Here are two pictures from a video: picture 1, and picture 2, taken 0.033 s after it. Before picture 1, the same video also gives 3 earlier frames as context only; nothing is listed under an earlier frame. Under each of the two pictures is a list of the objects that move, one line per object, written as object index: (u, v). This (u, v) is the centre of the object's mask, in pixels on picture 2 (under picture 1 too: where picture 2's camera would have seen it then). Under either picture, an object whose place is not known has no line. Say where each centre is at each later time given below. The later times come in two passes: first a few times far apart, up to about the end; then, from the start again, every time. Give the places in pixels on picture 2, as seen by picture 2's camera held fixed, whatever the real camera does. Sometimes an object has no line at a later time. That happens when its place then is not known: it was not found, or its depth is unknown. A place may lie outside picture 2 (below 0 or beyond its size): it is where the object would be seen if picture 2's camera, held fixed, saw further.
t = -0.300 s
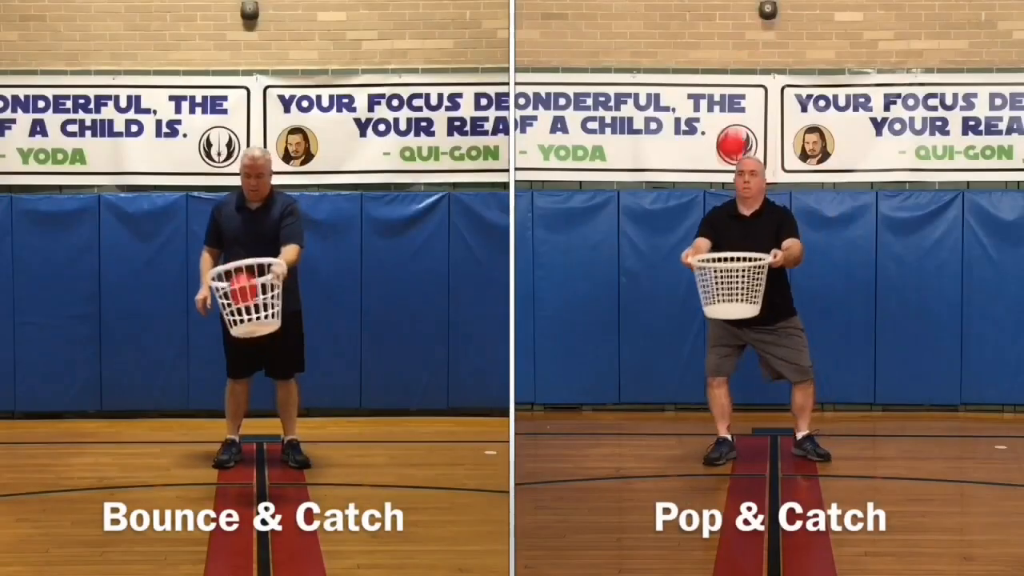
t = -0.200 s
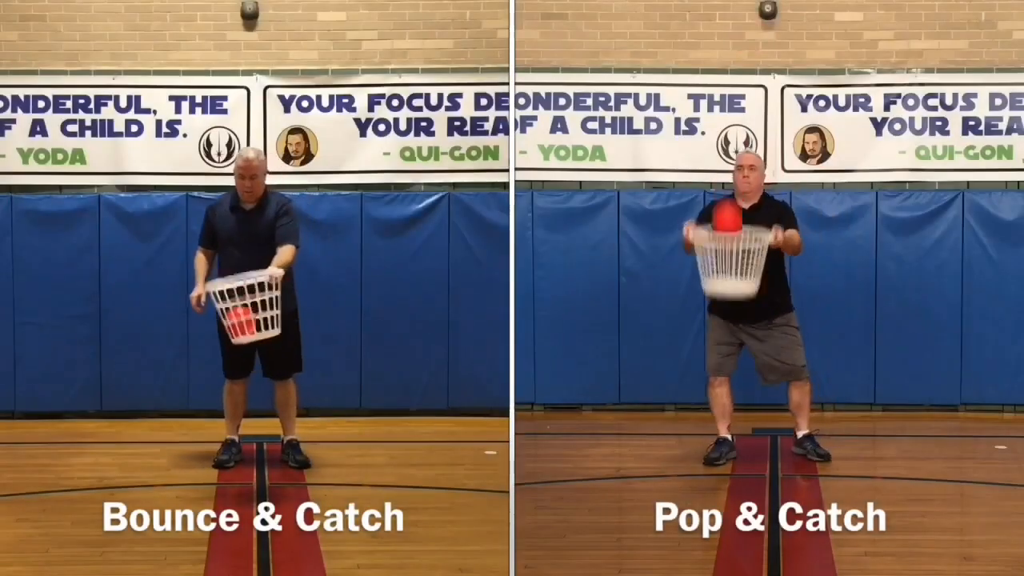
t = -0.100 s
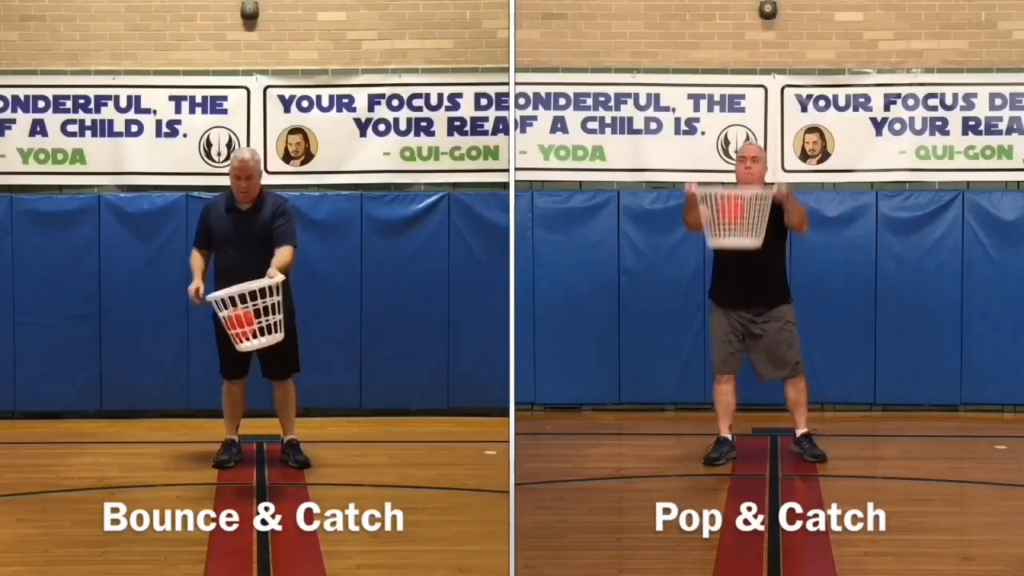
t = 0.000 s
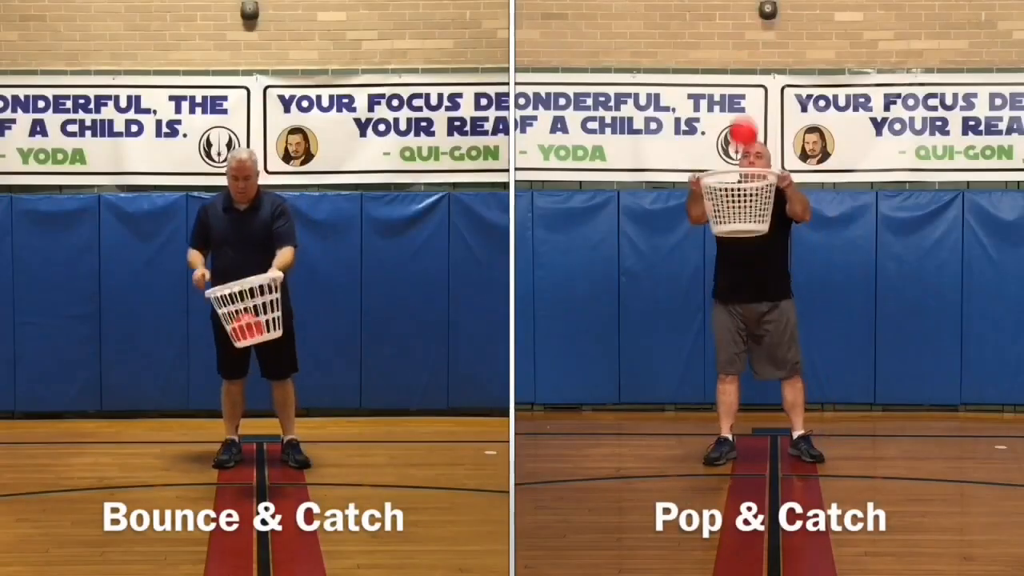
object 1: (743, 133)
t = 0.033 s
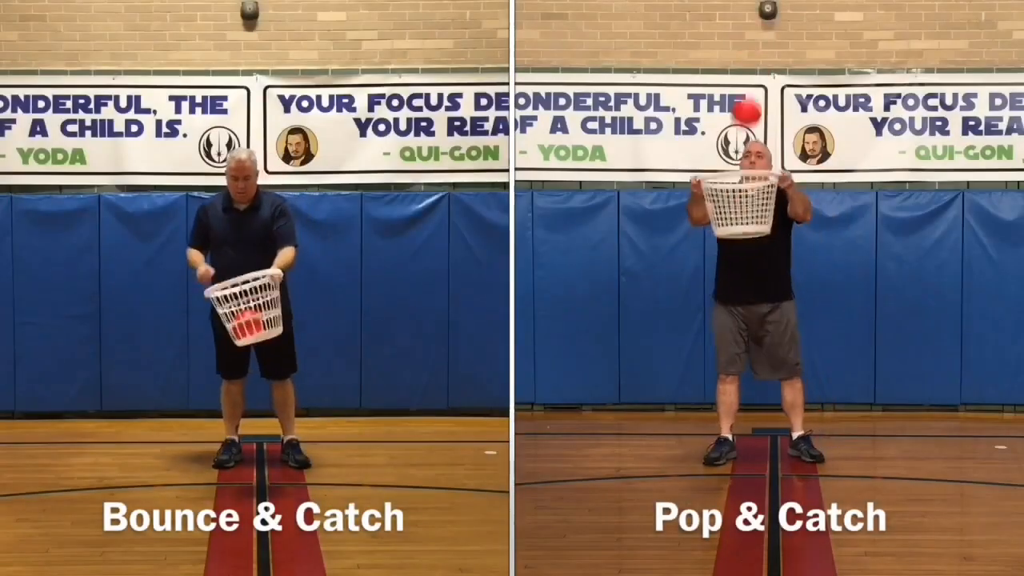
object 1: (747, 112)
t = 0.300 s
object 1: (774, 27)
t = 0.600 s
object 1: (802, 92)
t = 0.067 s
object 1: (750, 94)
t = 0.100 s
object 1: (754, 77)
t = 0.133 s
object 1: (757, 64)
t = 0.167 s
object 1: (760, 52)
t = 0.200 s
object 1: (764, 43)
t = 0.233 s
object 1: (767, 35)
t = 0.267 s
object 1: (771, 30)
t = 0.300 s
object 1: (774, 27)
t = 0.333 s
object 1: (777, 26)
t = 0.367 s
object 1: (780, 27)
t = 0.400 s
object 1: (783, 30)
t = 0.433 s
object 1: (786, 36)
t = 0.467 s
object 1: (789, 43)
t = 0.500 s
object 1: (792, 52)
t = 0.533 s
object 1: (796, 63)
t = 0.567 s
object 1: (799, 76)
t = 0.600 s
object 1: (802, 92)
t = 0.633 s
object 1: (804, 110)
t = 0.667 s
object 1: (807, 127)
